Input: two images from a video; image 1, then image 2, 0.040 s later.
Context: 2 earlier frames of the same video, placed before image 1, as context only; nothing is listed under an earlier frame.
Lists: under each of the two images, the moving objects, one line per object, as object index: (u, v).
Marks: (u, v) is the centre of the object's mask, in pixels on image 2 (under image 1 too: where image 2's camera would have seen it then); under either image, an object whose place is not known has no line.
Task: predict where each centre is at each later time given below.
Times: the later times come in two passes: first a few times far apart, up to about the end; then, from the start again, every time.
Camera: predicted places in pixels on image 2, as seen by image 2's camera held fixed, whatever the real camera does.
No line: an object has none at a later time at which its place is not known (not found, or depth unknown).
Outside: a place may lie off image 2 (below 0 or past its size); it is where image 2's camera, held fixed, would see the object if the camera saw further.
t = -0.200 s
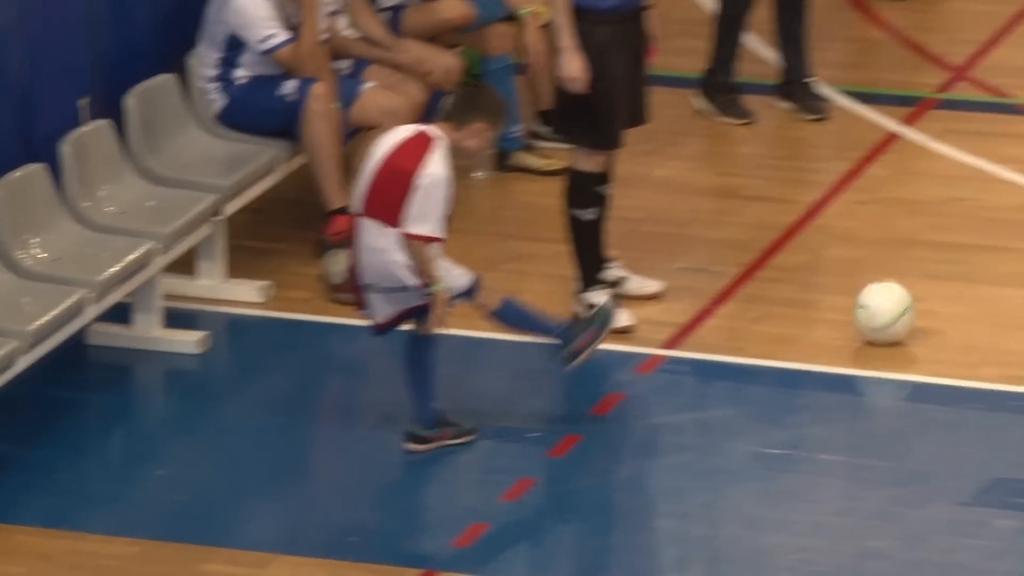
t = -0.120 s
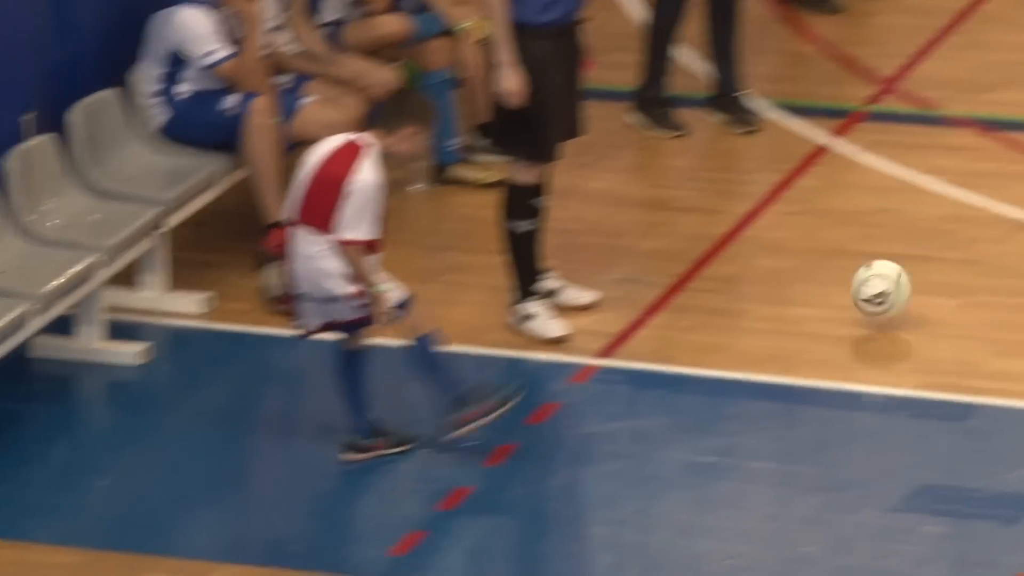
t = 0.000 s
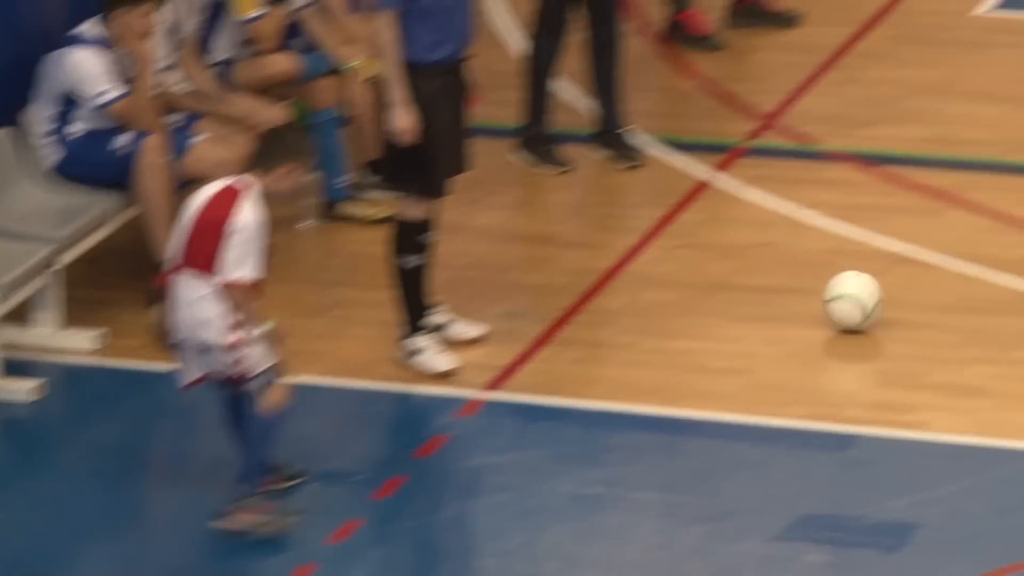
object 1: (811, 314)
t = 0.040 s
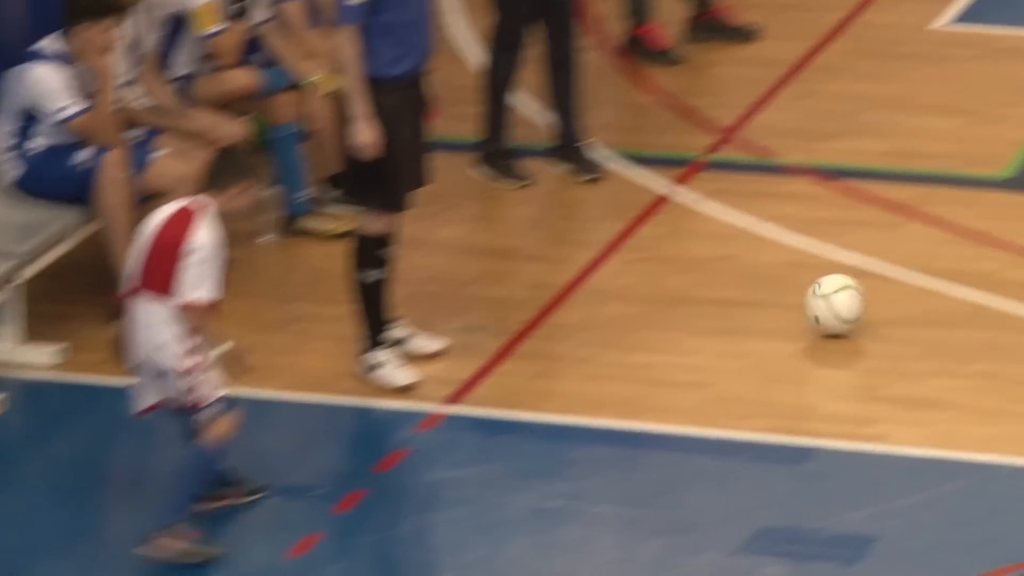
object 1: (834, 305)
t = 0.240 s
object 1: (936, 268)
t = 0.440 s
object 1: (1022, 235)
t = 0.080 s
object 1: (860, 299)
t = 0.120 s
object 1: (880, 289)
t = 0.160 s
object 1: (900, 282)
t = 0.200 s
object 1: (918, 275)
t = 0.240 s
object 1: (936, 268)
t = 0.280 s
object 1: (954, 262)
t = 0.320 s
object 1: (971, 254)
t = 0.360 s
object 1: (988, 248)
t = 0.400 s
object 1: (1005, 241)
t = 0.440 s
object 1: (1022, 235)
